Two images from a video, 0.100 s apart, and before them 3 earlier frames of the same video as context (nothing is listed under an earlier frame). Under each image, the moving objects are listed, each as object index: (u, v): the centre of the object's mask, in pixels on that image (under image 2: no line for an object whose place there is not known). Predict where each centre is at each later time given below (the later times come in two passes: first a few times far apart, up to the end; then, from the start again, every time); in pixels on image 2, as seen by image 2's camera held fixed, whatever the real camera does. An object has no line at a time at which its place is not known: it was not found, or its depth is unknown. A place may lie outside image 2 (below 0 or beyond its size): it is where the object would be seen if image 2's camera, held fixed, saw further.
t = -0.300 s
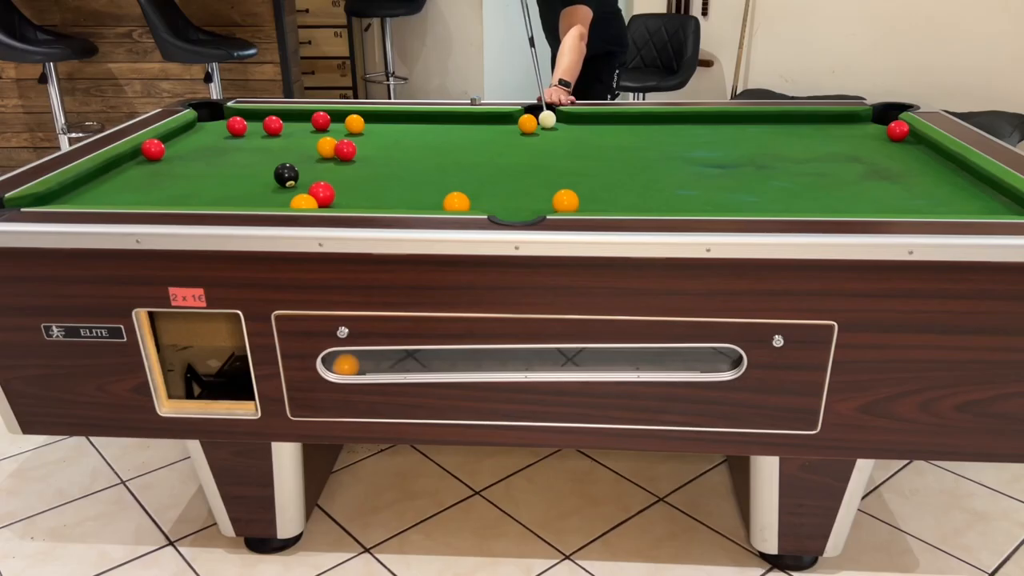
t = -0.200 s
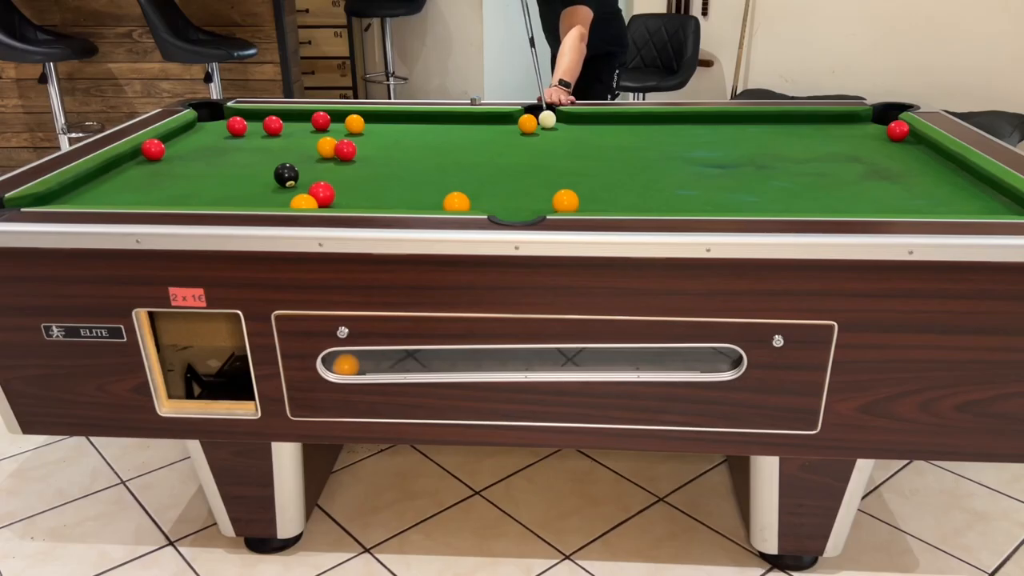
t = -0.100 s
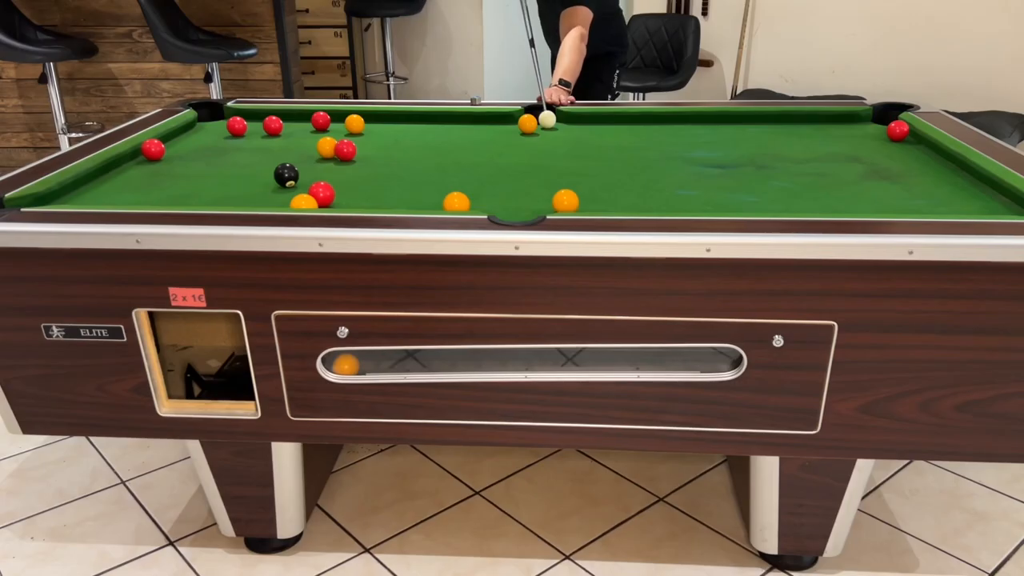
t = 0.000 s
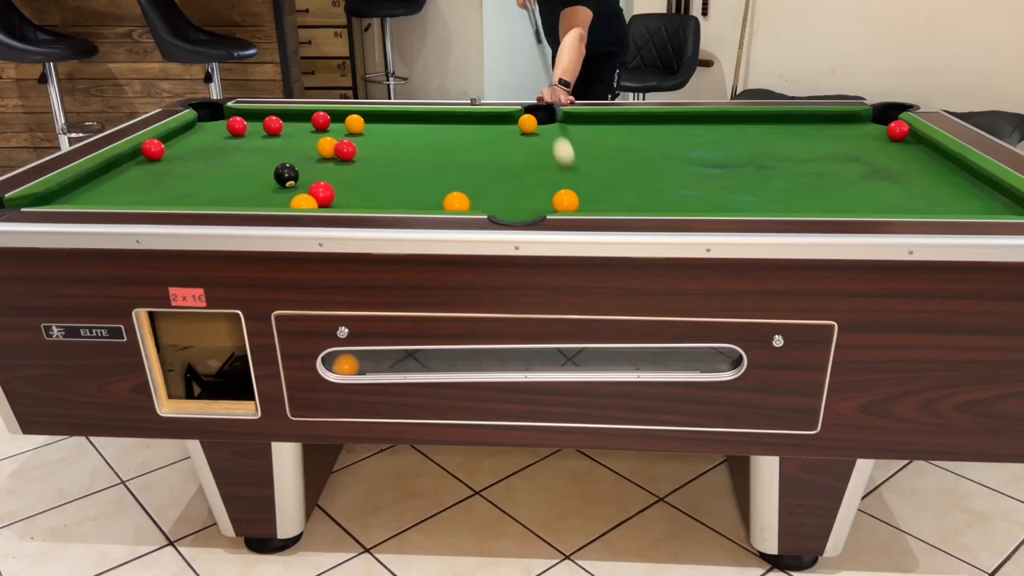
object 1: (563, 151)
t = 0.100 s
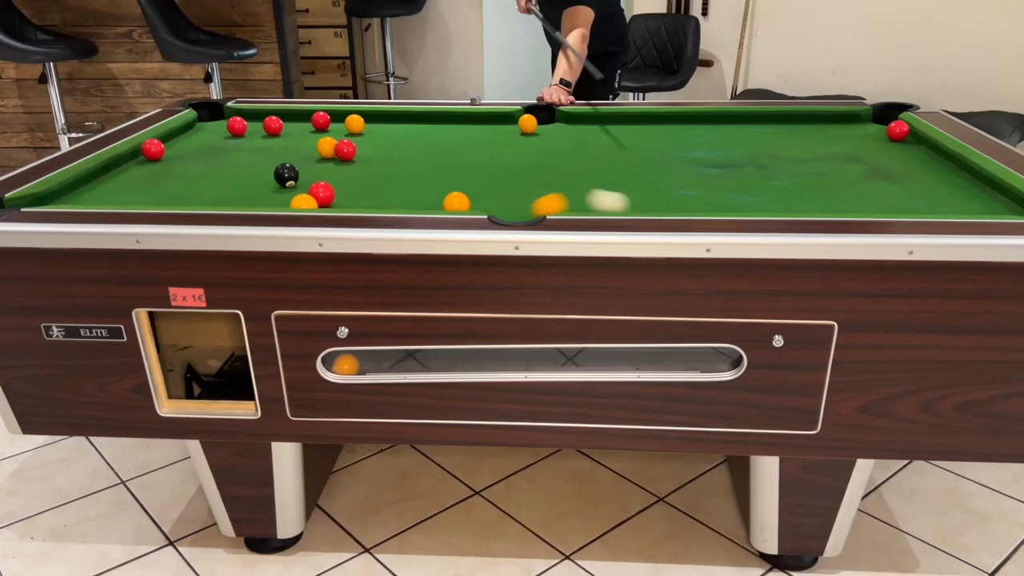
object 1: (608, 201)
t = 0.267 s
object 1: (759, 197)
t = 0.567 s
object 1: (926, 170)
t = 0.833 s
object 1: (876, 147)
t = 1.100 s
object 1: (793, 129)
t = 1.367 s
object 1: (728, 118)
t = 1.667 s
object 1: (673, 125)
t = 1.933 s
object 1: (625, 131)
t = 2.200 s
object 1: (578, 137)
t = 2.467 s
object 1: (533, 143)
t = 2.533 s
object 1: (522, 145)
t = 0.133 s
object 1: (649, 206)
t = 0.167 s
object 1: (685, 206)
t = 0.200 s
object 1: (712, 203)
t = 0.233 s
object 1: (736, 200)
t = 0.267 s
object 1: (759, 197)
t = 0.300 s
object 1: (780, 194)
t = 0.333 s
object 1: (800, 191)
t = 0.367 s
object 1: (820, 187)
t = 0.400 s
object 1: (838, 184)
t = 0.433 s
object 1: (857, 181)
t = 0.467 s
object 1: (875, 178)
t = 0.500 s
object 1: (892, 175)
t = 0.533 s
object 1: (909, 172)
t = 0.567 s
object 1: (926, 170)
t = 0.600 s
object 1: (942, 167)
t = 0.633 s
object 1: (955, 164)
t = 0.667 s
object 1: (940, 161)
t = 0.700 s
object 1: (925, 158)
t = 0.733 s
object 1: (912, 155)
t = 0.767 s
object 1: (900, 152)
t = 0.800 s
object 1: (887, 150)
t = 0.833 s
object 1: (876, 147)
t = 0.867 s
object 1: (864, 144)
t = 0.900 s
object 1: (853, 142)
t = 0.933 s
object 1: (842, 140)
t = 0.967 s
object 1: (832, 137)
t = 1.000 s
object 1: (822, 135)
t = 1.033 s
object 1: (812, 133)
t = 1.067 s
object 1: (802, 131)
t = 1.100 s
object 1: (793, 129)
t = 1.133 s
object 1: (783, 127)
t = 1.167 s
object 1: (775, 125)
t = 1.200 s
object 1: (766, 123)
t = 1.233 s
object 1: (757, 121)
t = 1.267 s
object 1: (749, 119)
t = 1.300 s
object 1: (741, 117)
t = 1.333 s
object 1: (734, 117)
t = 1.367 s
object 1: (728, 118)
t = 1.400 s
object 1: (722, 119)
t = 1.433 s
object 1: (716, 119)
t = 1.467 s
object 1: (709, 120)
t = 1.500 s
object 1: (703, 121)
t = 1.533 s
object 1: (697, 122)
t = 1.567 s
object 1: (691, 123)
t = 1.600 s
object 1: (685, 123)
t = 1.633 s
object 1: (679, 124)
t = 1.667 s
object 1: (673, 125)
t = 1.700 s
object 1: (667, 126)
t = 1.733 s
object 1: (661, 127)
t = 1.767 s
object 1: (655, 127)
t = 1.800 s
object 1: (649, 128)
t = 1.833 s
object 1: (643, 129)
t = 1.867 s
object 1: (637, 129)
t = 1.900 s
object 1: (631, 130)
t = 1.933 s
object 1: (625, 131)
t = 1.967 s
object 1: (619, 132)
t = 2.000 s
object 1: (613, 133)
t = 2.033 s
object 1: (607, 133)
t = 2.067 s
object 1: (601, 134)
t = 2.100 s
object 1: (595, 135)
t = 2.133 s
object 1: (589, 136)
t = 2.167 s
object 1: (584, 137)
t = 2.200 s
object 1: (578, 137)
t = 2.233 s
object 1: (572, 138)
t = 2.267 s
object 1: (567, 139)
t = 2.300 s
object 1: (561, 139)
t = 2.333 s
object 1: (555, 140)
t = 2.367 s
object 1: (550, 141)
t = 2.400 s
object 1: (544, 142)
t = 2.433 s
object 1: (538, 143)
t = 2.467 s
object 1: (533, 143)
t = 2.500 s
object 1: (528, 144)
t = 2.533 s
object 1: (522, 145)
